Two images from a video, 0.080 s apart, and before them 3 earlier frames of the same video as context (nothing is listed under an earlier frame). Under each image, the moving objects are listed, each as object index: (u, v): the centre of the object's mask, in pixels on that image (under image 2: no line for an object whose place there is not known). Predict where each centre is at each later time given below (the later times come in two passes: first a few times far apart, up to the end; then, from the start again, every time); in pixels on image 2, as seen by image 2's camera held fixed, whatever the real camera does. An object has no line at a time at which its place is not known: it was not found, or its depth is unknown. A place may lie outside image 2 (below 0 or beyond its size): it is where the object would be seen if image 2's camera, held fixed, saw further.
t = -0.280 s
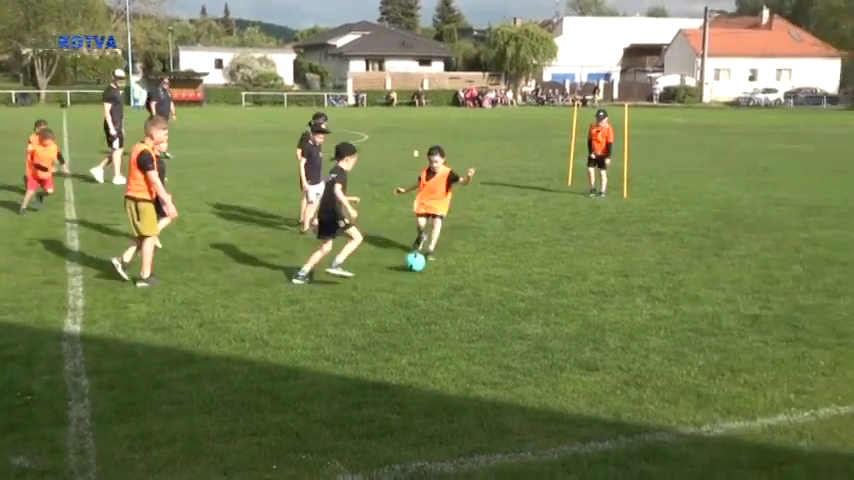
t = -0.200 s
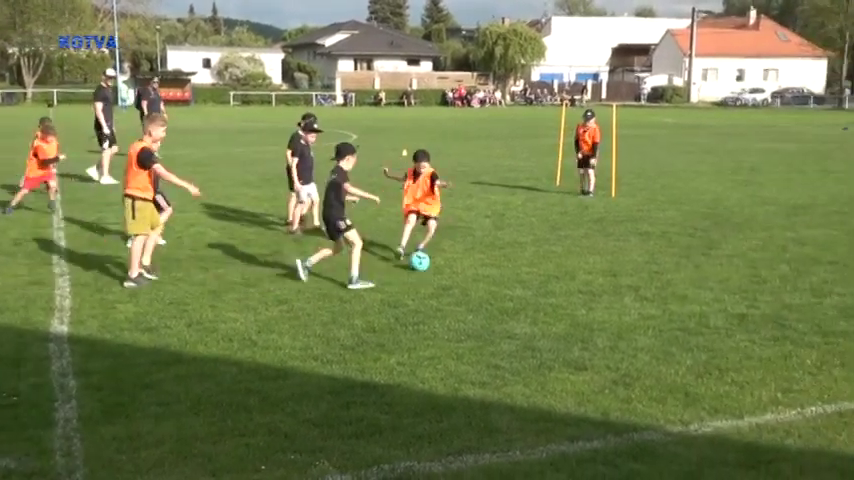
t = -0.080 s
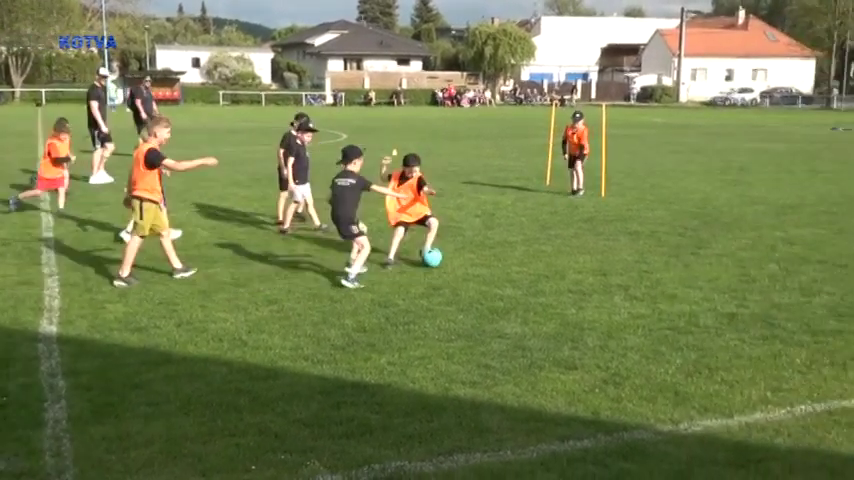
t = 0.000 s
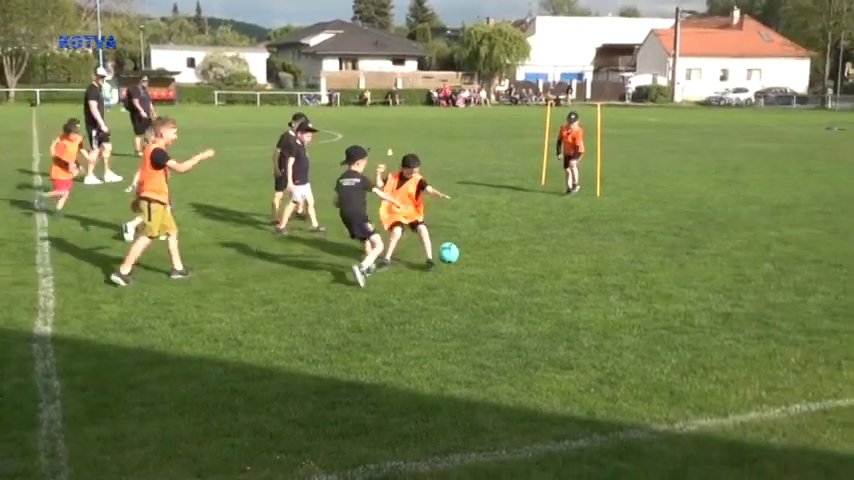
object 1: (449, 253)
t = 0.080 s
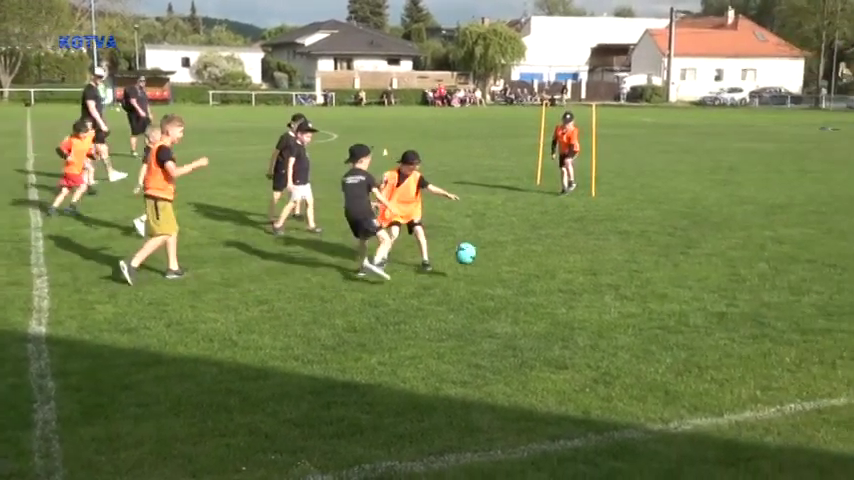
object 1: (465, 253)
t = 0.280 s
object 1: (526, 291)
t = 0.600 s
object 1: (591, 299)
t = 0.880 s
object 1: (640, 310)
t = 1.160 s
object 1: (681, 316)
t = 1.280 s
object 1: (698, 319)
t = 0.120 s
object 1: (477, 257)
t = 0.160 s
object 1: (488, 262)
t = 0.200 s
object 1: (501, 270)
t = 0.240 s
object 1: (513, 281)
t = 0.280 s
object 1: (526, 291)
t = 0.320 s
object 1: (534, 290)
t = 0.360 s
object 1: (542, 289)
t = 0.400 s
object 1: (551, 289)
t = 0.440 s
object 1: (560, 292)
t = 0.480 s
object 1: (569, 297)
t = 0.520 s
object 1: (576, 301)
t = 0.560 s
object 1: (583, 300)
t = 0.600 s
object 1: (591, 299)
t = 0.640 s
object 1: (598, 300)
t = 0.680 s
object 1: (604, 303)
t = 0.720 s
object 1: (612, 306)
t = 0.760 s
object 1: (619, 306)
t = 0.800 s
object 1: (626, 306)
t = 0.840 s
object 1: (633, 308)
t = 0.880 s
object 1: (640, 310)
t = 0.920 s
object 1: (646, 310)
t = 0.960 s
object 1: (652, 311)
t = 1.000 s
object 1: (659, 312)
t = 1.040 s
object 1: (664, 313)
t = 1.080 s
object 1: (670, 314)
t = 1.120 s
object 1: (675, 316)
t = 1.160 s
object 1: (681, 316)
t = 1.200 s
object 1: (687, 317)
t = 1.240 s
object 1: (692, 318)
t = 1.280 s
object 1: (698, 319)
